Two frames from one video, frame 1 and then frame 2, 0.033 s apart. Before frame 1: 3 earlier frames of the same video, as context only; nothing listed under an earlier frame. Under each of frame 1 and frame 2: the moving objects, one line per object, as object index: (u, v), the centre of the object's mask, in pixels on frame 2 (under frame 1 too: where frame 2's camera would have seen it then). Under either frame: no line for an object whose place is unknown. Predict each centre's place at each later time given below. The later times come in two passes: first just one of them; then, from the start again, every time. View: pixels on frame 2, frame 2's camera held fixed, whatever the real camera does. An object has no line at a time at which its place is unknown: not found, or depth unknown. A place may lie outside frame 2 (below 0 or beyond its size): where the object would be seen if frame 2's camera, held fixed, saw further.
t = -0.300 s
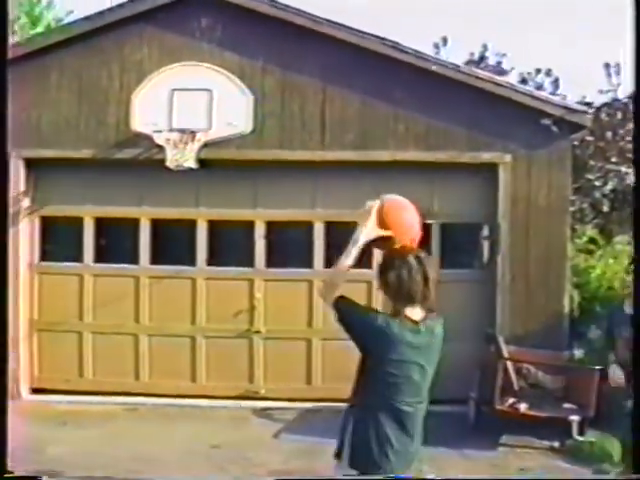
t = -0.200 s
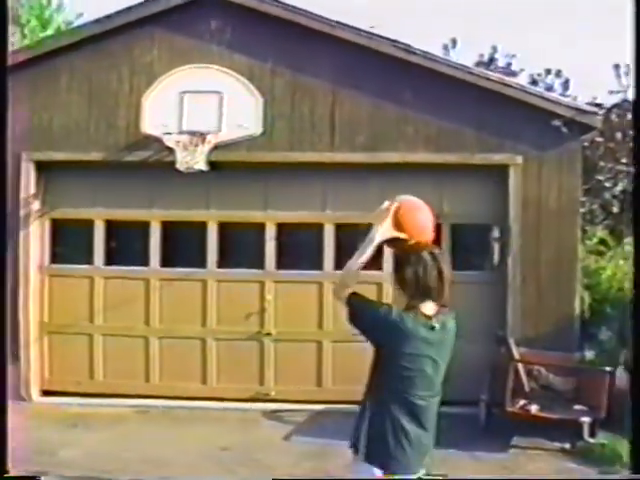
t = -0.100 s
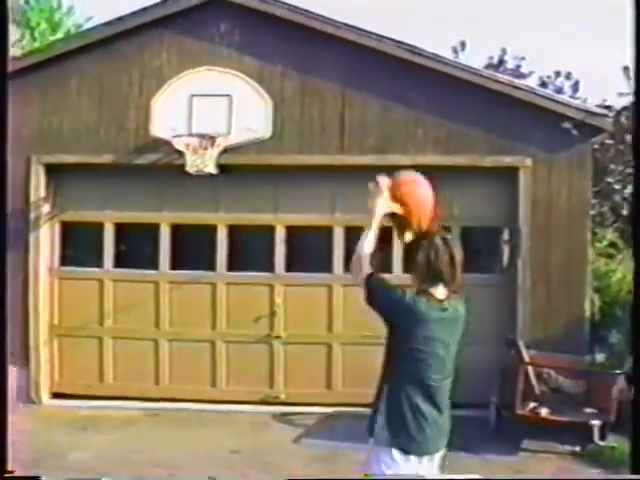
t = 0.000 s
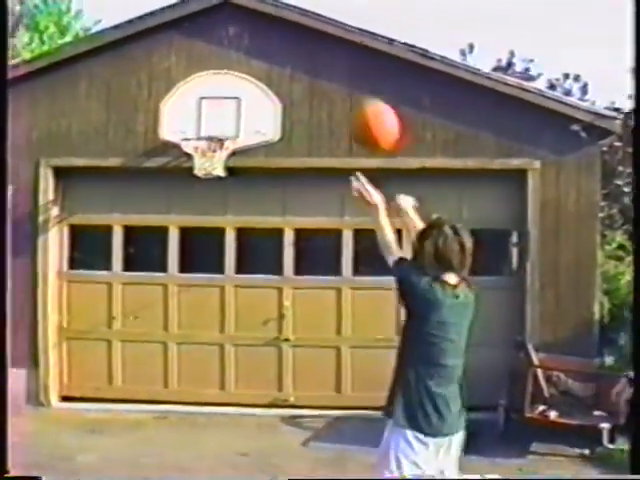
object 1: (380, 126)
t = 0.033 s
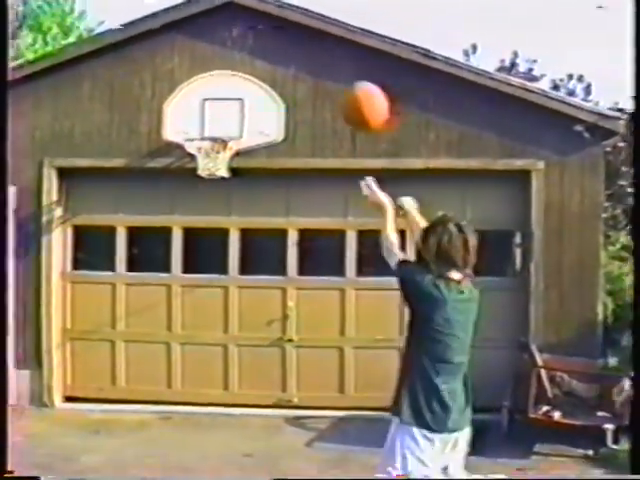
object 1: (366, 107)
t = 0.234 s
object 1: (302, 51)
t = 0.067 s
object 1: (353, 90)
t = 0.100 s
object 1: (341, 77)
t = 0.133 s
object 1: (329, 67)
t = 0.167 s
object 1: (319, 60)
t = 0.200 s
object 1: (310, 54)
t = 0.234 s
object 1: (302, 51)
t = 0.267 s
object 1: (293, 49)
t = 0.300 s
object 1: (286, 49)
